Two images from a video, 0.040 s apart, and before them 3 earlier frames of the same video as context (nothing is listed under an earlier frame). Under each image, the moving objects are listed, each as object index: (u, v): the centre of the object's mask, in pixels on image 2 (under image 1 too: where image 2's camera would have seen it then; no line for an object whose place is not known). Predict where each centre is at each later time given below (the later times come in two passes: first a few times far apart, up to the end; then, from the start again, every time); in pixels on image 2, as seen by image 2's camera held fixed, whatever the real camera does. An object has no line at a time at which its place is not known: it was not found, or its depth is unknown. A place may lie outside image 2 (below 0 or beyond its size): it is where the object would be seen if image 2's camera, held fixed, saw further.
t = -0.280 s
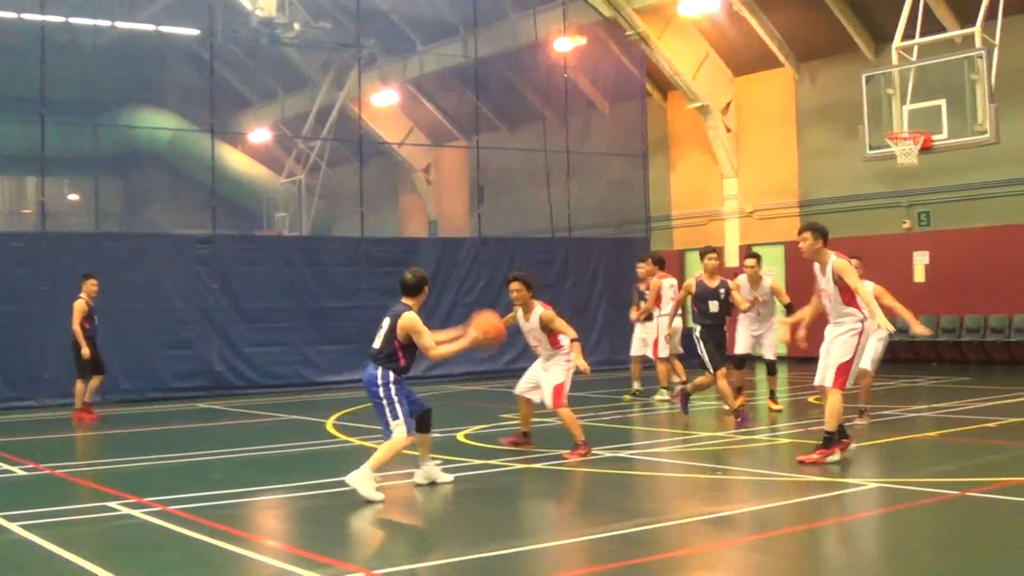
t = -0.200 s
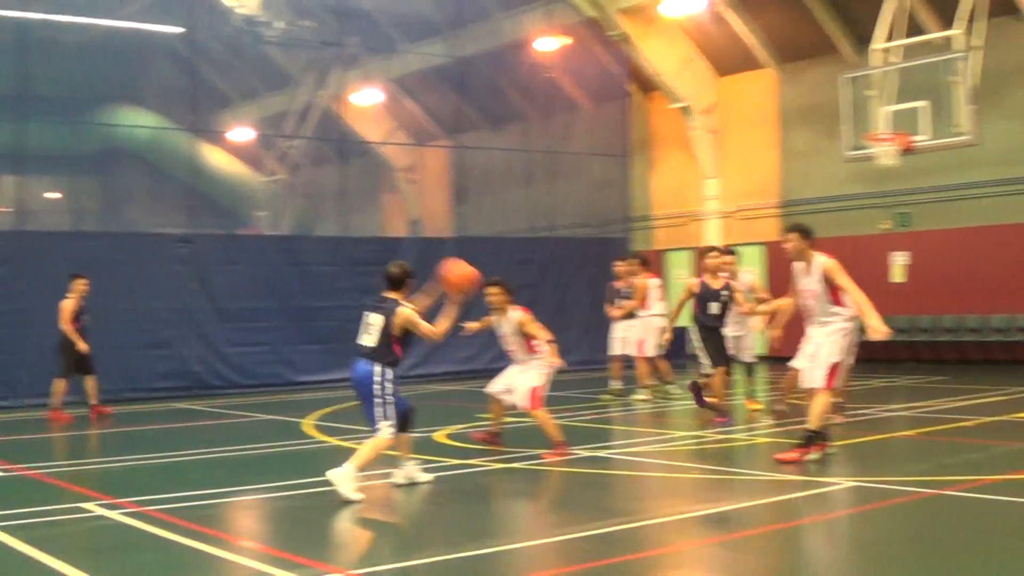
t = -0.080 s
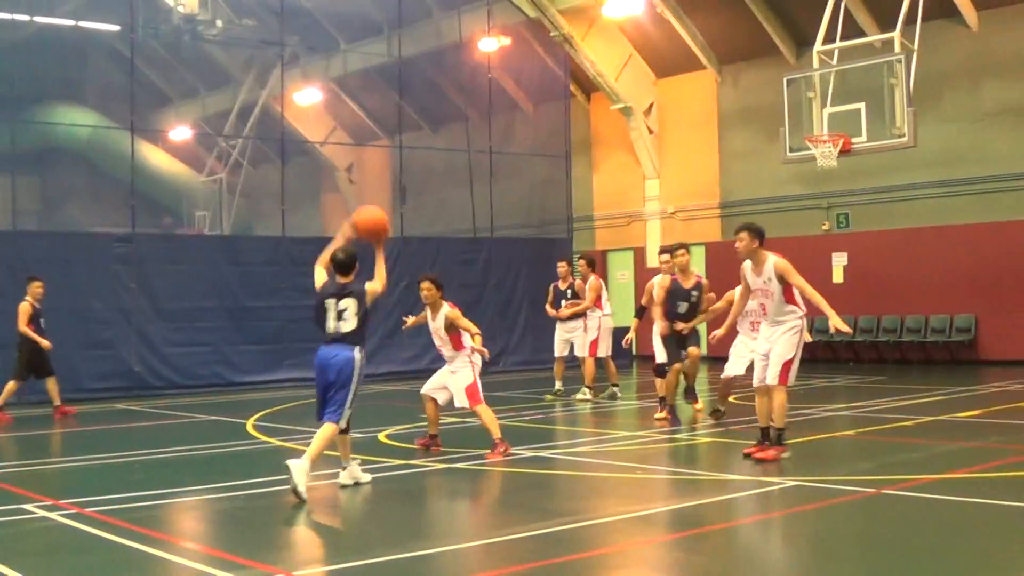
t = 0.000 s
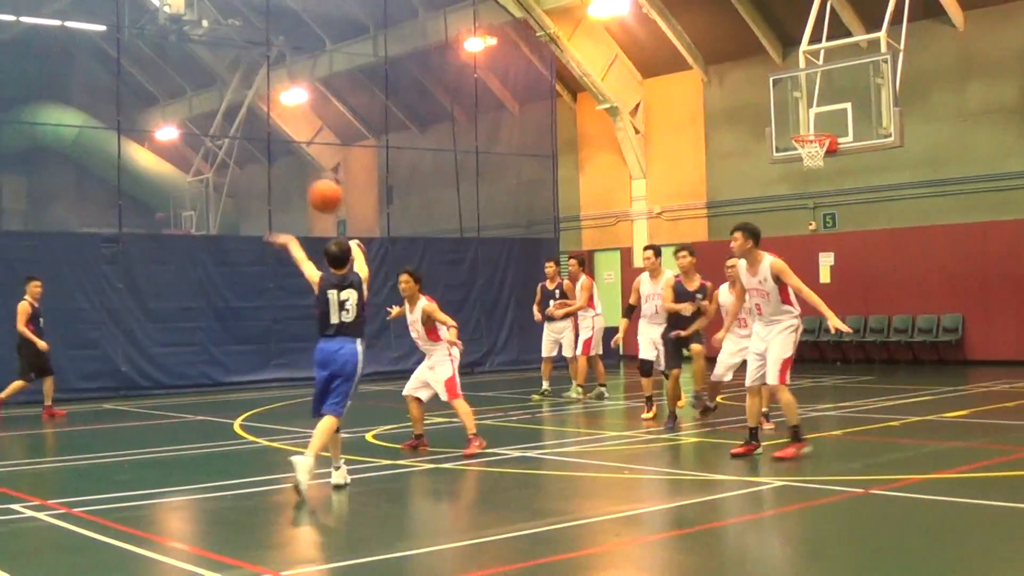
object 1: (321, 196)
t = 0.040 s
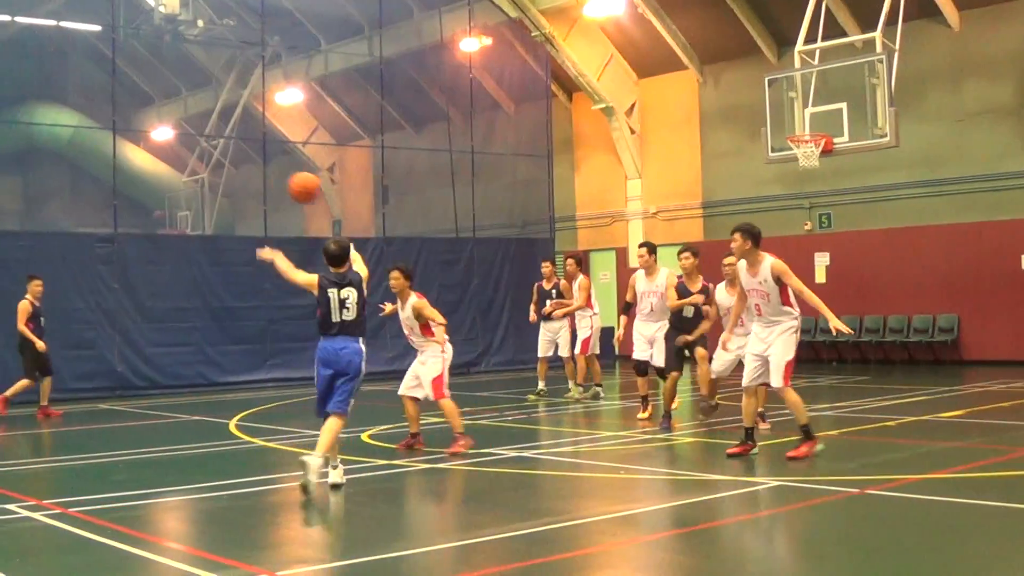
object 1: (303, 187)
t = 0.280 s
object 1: (226, 182)
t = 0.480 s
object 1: (179, 219)
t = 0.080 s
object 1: (288, 181)
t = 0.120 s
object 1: (274, 177)
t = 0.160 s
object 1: (261, 176)
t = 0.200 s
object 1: (248, 177)
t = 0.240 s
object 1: (237, 178)
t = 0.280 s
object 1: (226, 182)
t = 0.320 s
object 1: (216, 187)
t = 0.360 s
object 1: (206, 193)
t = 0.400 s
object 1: (196, 200)
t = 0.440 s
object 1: (187, 209)
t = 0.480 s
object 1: (179, 219)
